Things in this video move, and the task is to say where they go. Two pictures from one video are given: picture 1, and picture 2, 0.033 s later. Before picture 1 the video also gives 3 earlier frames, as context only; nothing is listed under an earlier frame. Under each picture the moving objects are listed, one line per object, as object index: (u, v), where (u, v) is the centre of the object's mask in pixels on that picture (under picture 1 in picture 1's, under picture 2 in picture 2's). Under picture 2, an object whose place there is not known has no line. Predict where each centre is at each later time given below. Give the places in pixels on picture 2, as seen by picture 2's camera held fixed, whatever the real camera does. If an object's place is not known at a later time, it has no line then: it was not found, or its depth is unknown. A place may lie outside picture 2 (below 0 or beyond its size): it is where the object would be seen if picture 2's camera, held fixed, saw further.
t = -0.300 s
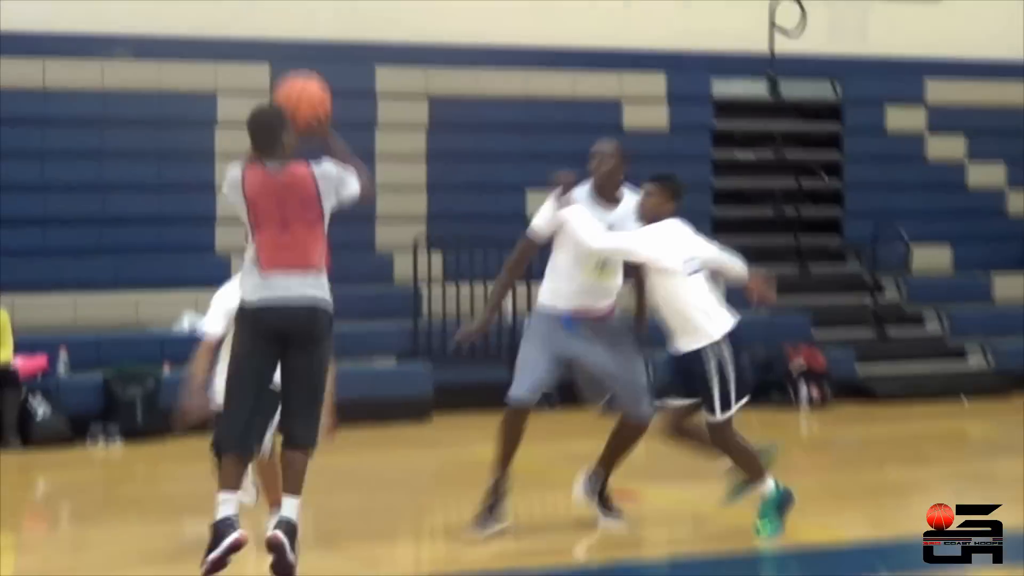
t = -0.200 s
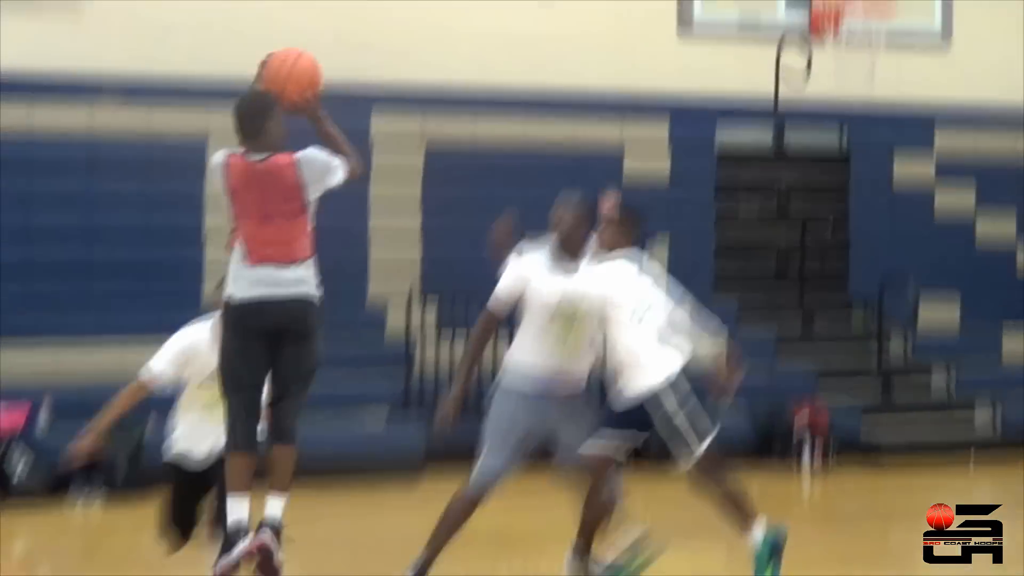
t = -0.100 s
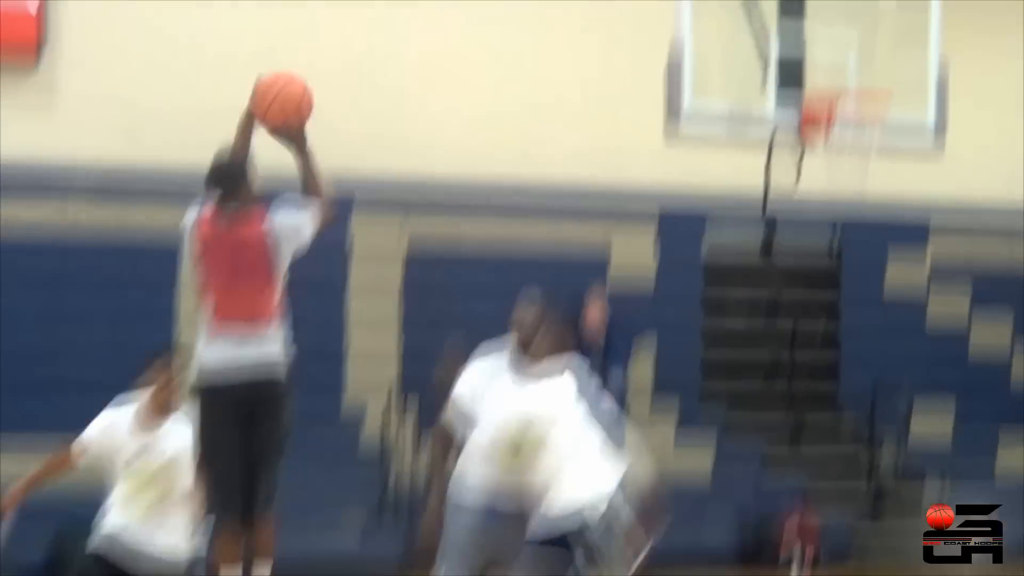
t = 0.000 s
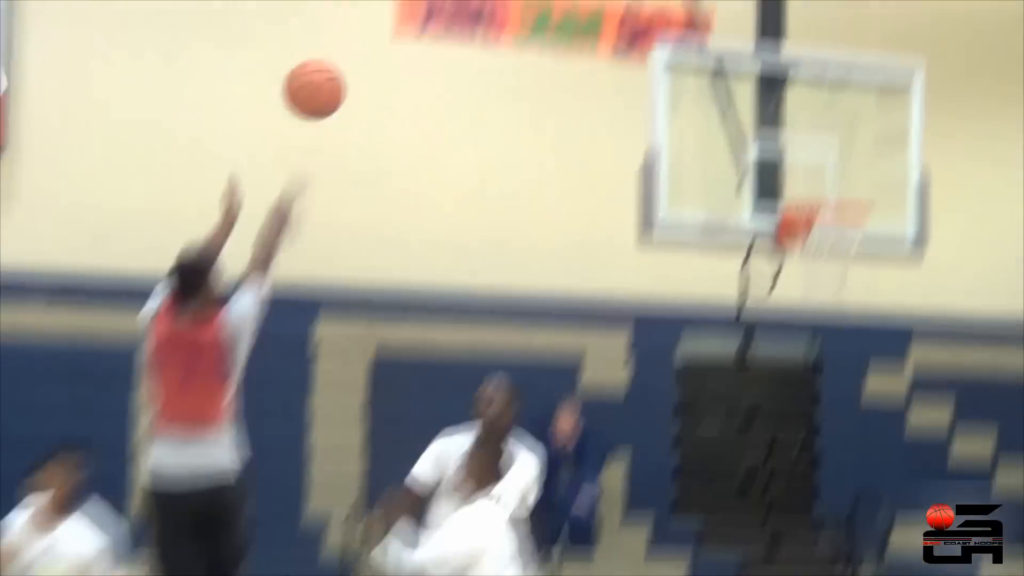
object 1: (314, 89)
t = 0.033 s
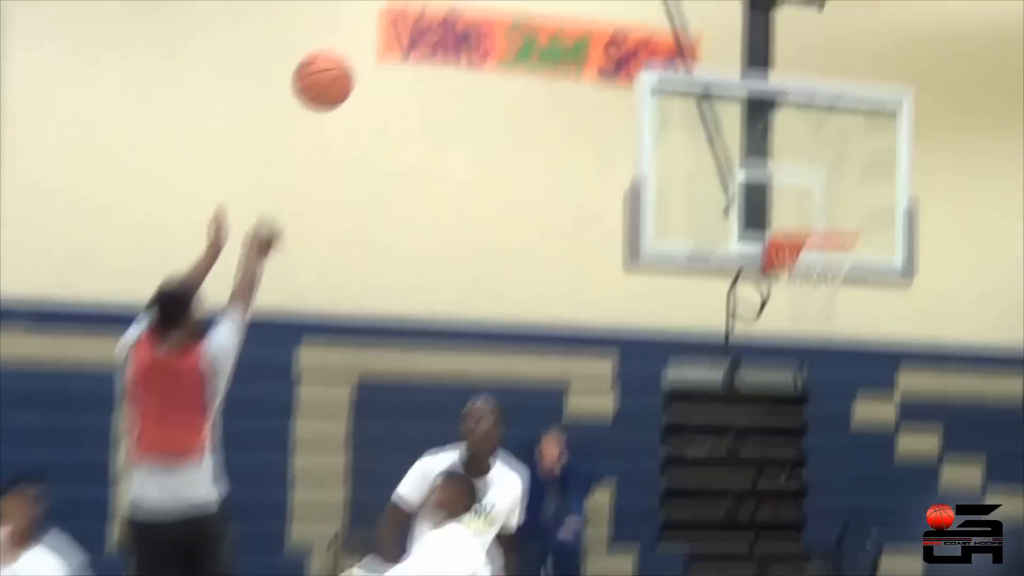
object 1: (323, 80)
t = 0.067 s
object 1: (349, 49)
